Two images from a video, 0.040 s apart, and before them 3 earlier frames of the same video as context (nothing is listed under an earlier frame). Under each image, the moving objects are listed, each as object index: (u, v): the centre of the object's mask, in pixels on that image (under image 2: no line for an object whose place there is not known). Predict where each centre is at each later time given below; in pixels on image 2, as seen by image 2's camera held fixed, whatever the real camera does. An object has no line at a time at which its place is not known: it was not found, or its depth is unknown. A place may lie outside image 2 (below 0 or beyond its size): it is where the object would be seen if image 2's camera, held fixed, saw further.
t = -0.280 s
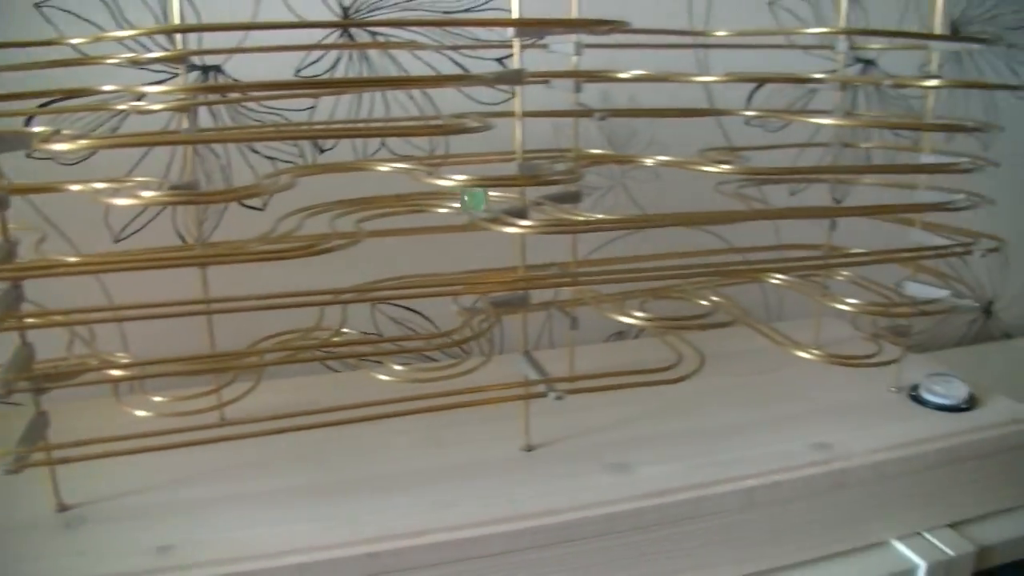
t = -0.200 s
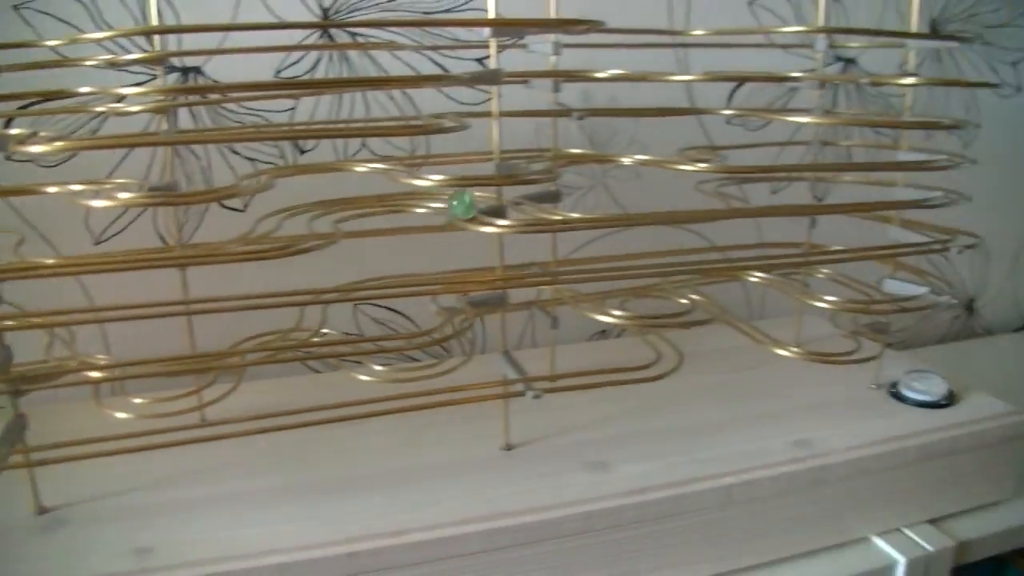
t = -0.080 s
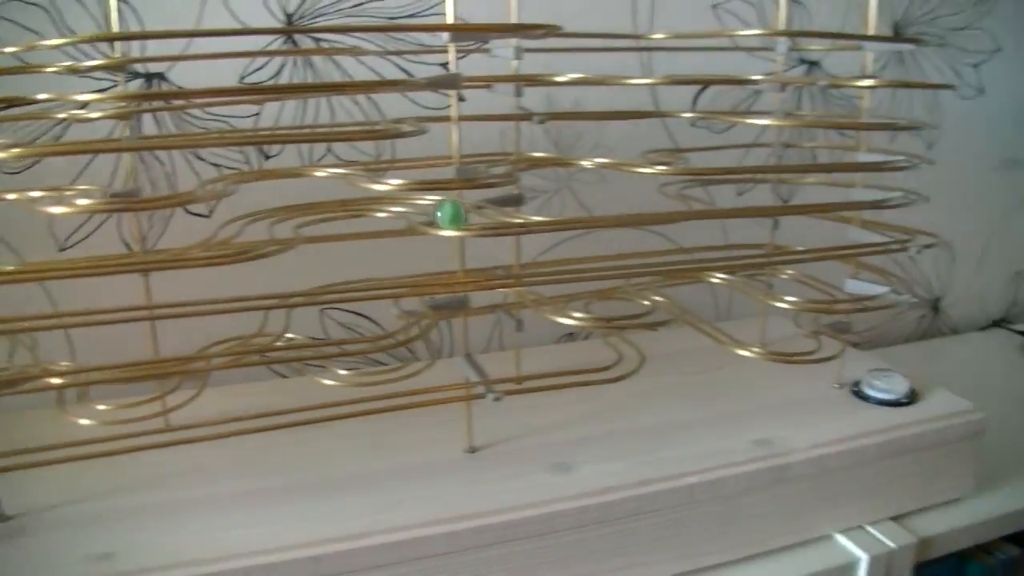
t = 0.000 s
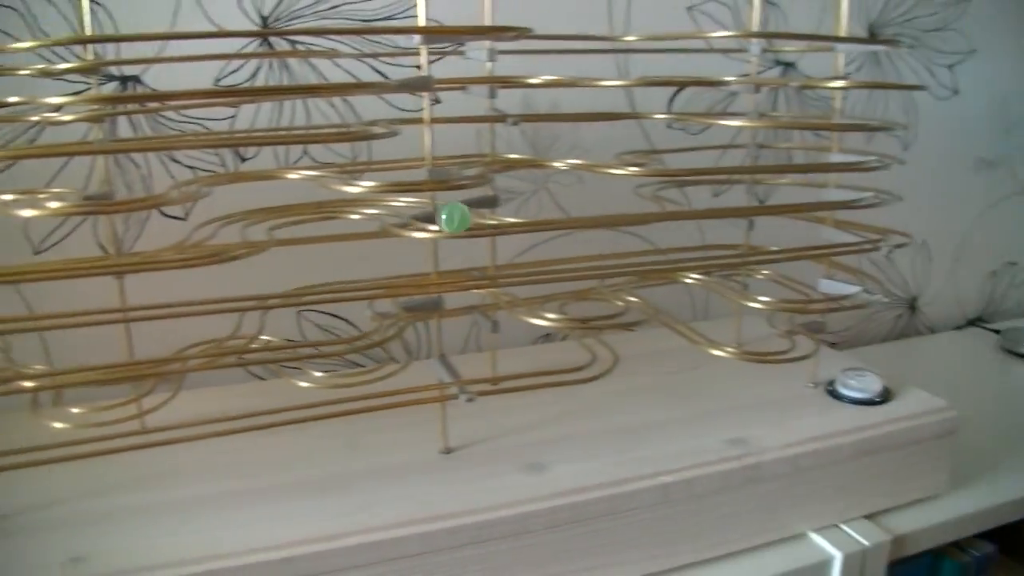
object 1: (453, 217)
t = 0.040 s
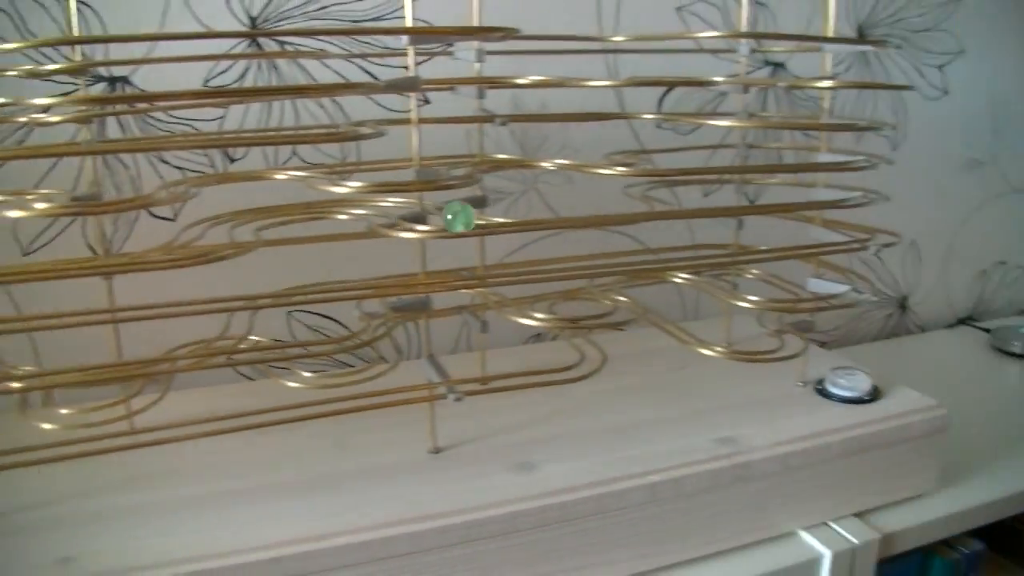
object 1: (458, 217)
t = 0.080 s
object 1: (475, 215)
